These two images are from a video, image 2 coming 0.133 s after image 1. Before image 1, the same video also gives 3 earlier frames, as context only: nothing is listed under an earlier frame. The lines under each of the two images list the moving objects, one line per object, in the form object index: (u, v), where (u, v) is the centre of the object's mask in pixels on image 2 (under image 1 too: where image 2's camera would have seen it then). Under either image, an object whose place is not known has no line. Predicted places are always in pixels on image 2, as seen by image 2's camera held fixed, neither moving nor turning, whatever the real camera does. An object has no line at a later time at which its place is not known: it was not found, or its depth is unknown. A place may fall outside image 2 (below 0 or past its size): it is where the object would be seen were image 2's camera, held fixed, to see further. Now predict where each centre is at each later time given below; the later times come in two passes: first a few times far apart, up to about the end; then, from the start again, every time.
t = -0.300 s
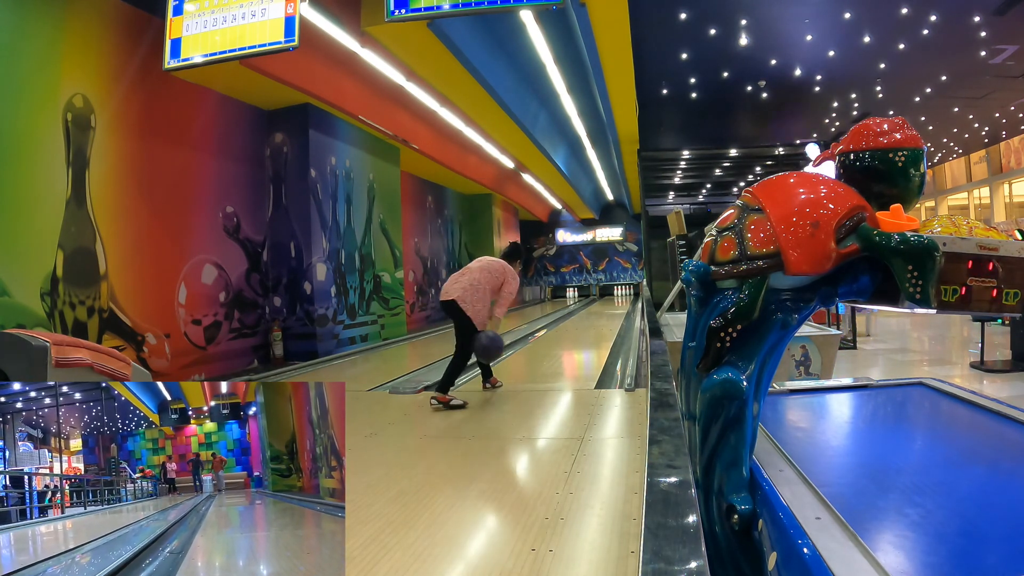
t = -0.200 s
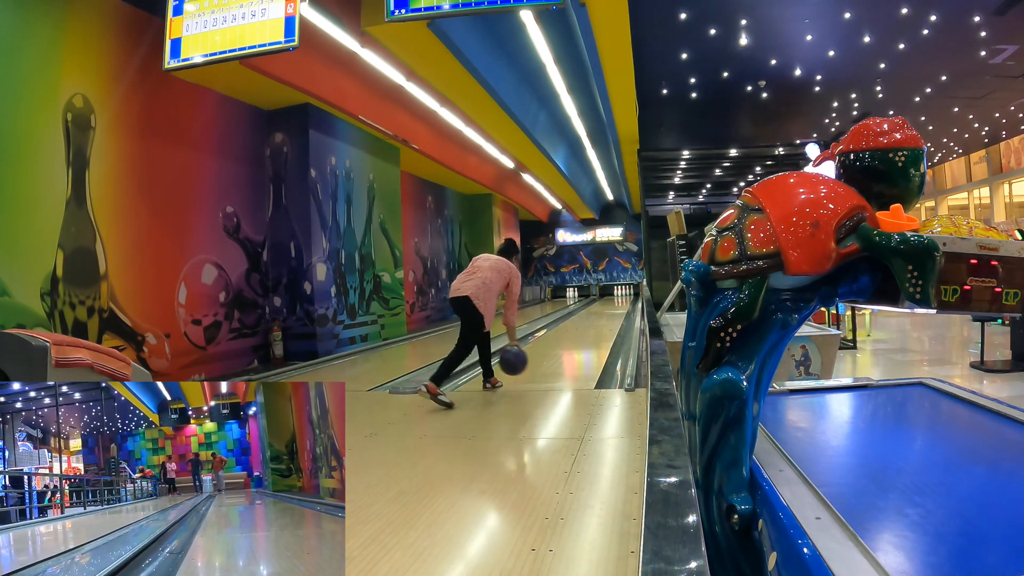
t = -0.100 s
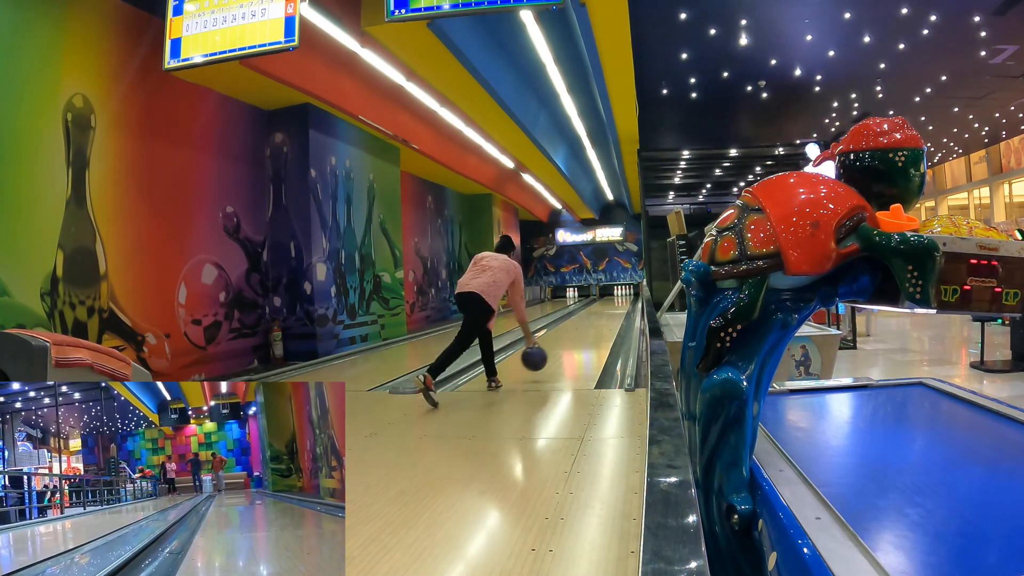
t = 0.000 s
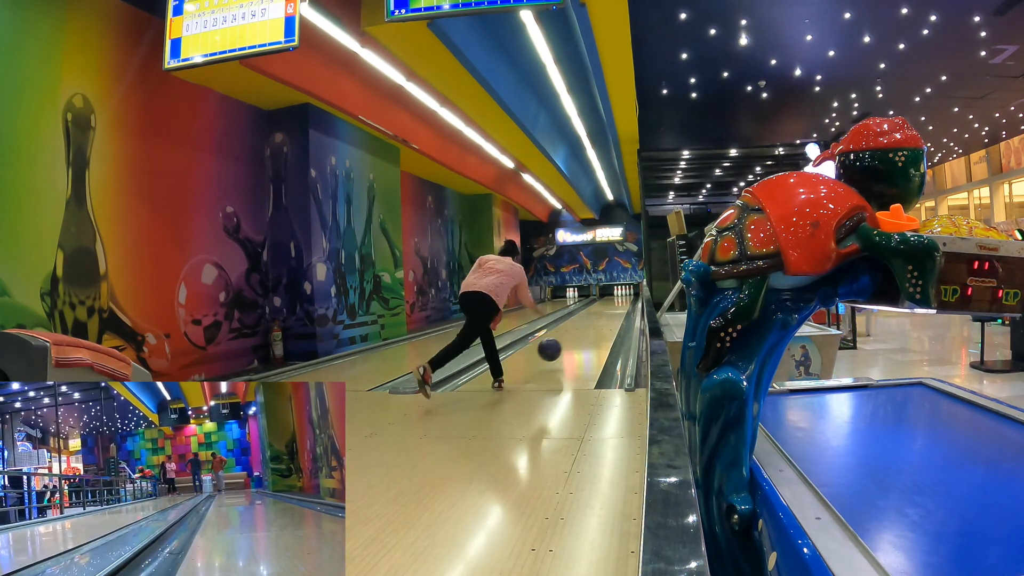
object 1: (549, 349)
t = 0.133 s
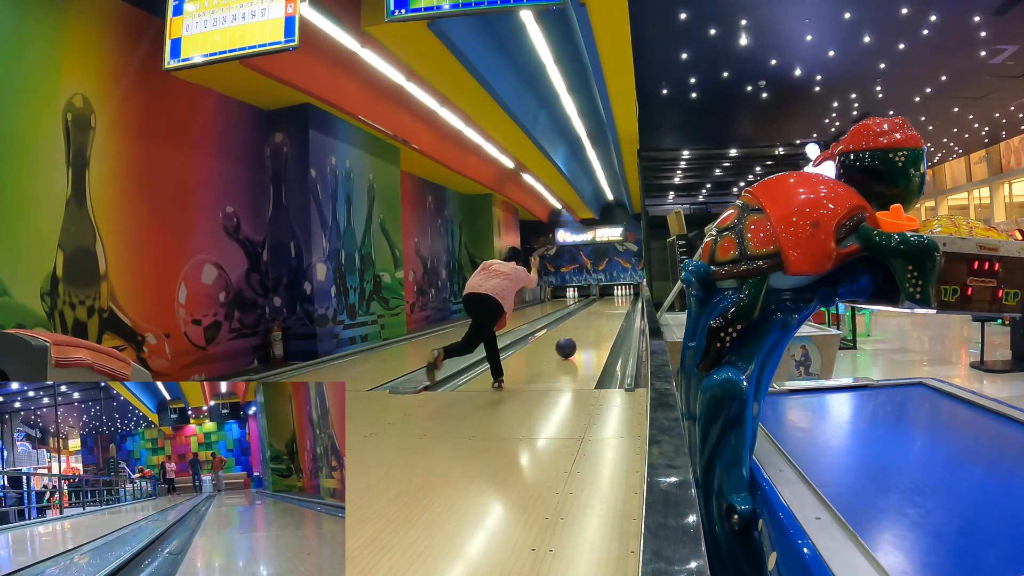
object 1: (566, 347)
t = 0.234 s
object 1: (575, 341)
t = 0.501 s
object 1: (594, 329)
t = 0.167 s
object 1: (569, 345)
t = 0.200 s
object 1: (572, 343)
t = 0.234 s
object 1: (575, 341)
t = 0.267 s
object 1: (578, 339)
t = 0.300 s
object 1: (581, 338)
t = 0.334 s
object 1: (583, 336)
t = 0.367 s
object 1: (586, 335)
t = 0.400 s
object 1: (588, 333)
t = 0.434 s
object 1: (590, 332)
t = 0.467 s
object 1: (592, 330)
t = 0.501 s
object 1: (594, 329)
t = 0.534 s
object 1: (596, 328)
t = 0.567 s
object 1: (598, 327)
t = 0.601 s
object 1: (600, 326)
